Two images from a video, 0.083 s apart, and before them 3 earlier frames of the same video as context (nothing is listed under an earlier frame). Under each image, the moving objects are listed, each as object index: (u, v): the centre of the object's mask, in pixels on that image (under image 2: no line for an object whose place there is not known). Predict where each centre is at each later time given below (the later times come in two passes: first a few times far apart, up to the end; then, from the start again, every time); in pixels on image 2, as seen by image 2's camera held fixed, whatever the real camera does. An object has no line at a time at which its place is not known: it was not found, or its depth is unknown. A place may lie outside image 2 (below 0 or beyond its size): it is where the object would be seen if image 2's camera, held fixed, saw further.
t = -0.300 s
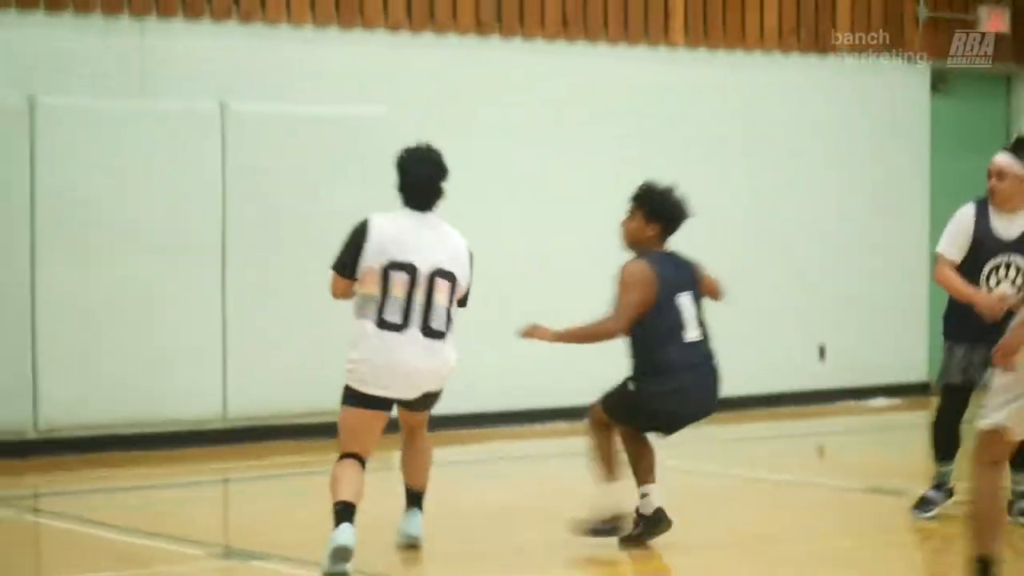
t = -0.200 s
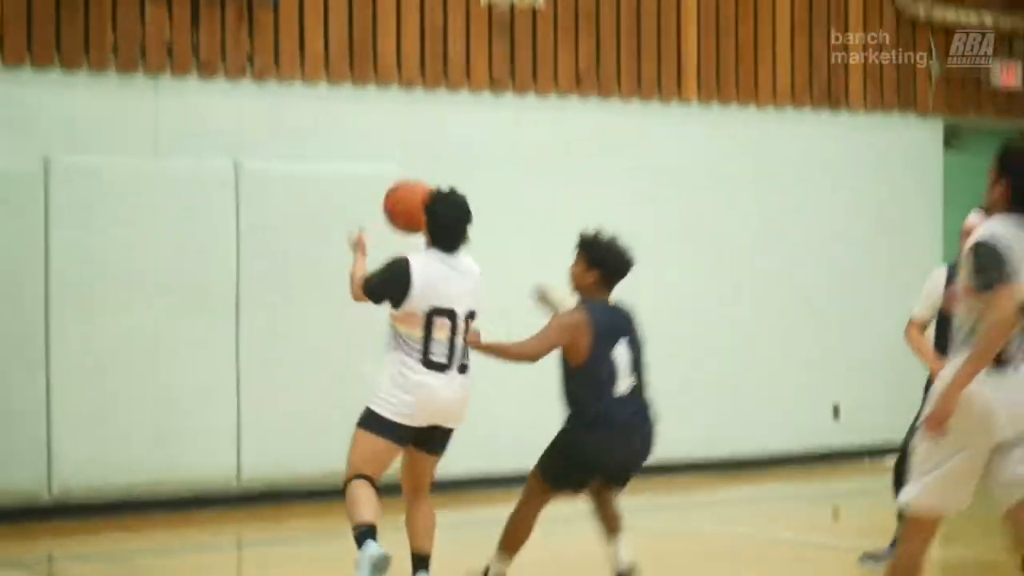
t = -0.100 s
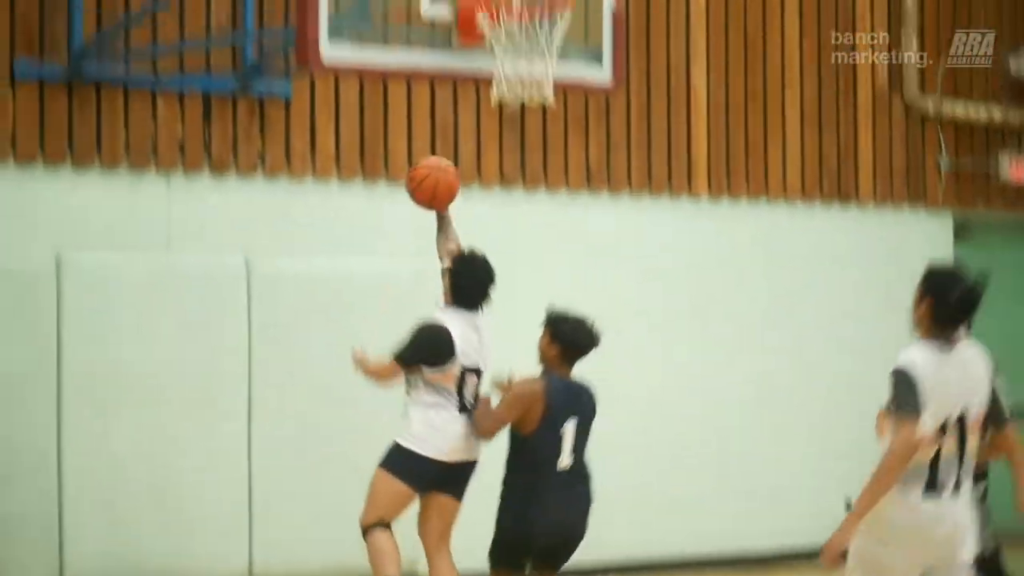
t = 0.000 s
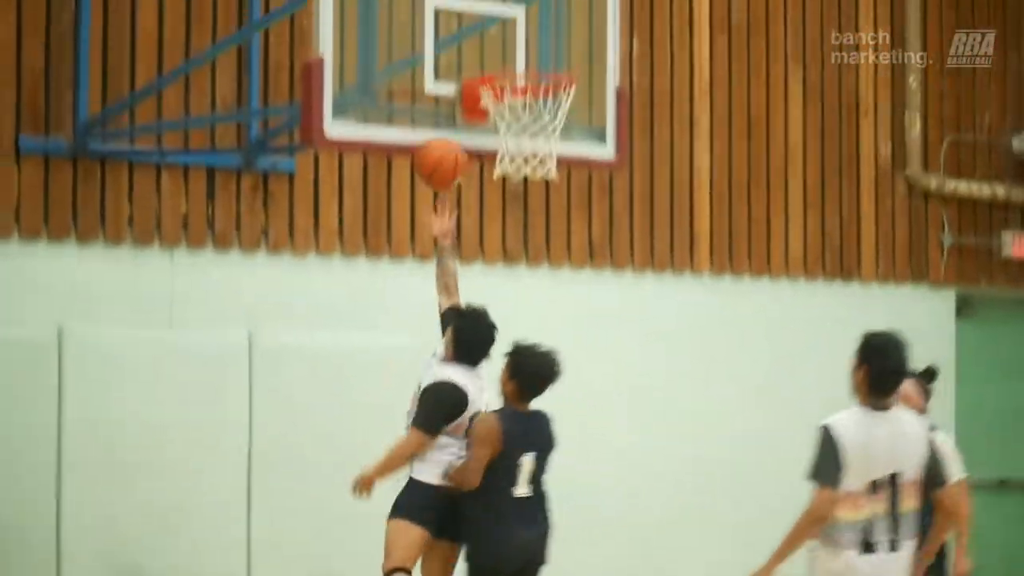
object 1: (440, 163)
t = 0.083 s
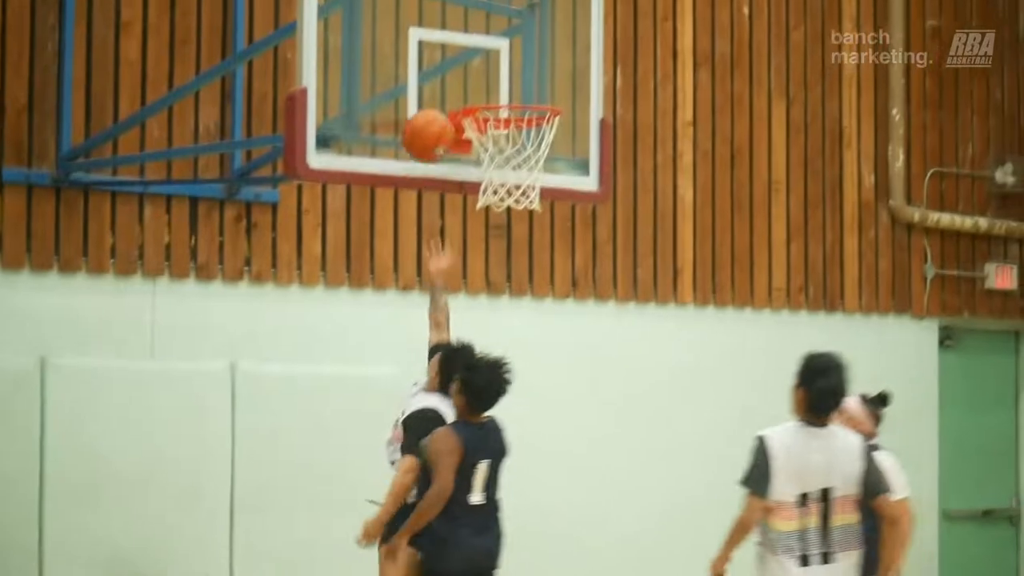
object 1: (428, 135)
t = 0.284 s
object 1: (435, 61)
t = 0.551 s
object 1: (512, 84)
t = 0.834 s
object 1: (478, 221)
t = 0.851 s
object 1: (473, 234)
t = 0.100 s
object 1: (428, 125)
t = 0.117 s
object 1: (427, 116)
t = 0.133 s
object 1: (429, 108)
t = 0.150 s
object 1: (430, 100)
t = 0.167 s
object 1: (431, 93)
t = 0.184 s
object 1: (432, 87)
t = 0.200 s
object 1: (433, 81)
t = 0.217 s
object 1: (433, 76)
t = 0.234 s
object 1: (433, 71)
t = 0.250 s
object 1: (434, 67)
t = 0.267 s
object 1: (435, 64)
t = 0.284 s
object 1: (435, 61)
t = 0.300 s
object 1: (437, 59)
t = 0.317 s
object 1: (442, 56)
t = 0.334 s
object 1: (446, 55)
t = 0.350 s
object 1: (451, 54)
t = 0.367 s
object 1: (457, 53)
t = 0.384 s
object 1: (461, 53)
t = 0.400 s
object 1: (466, 54)
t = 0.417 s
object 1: (472, 55)
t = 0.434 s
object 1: (477, 57)
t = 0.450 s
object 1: (481, 59)
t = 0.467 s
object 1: (487, 62)
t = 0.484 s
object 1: (492, 66)
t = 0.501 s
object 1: (496, 70)
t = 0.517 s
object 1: (501, 74)
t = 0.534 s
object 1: (507, 79)
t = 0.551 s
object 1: (512, 84)
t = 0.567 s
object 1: (517, 87)
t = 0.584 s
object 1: (522, 91)
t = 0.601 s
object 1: (526, 99)
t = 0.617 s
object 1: (528, 111)
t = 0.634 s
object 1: (524, 118)
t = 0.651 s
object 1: (519, 125)
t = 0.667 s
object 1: (514, 131)
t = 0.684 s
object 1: (509, 138)
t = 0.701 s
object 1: (507, 146)
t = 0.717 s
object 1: (503, 154)
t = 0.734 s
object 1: (500, 161)
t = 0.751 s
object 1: (494, 173)
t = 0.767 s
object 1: (489, 183)
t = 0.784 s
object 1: (485, 190)
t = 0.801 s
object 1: (485, 210)
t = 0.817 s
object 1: (481, 214)
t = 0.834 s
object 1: (478, 221)
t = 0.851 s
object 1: (473, 234)
